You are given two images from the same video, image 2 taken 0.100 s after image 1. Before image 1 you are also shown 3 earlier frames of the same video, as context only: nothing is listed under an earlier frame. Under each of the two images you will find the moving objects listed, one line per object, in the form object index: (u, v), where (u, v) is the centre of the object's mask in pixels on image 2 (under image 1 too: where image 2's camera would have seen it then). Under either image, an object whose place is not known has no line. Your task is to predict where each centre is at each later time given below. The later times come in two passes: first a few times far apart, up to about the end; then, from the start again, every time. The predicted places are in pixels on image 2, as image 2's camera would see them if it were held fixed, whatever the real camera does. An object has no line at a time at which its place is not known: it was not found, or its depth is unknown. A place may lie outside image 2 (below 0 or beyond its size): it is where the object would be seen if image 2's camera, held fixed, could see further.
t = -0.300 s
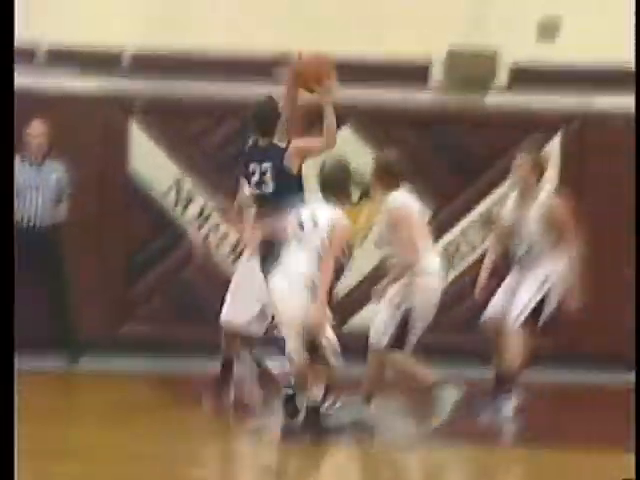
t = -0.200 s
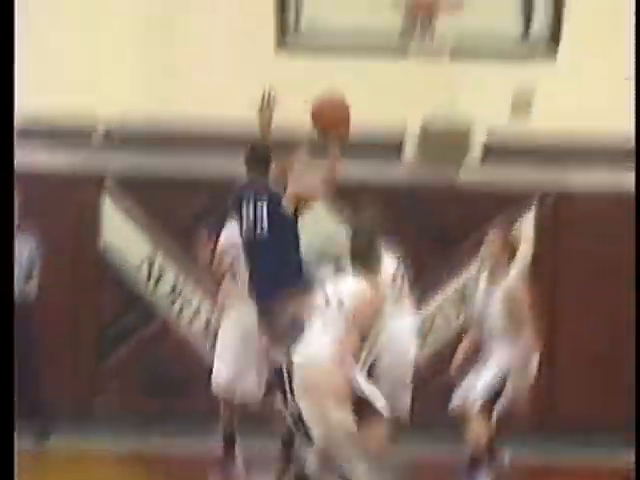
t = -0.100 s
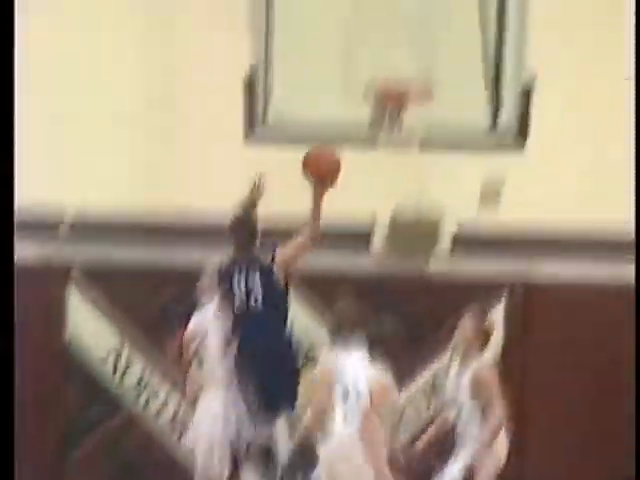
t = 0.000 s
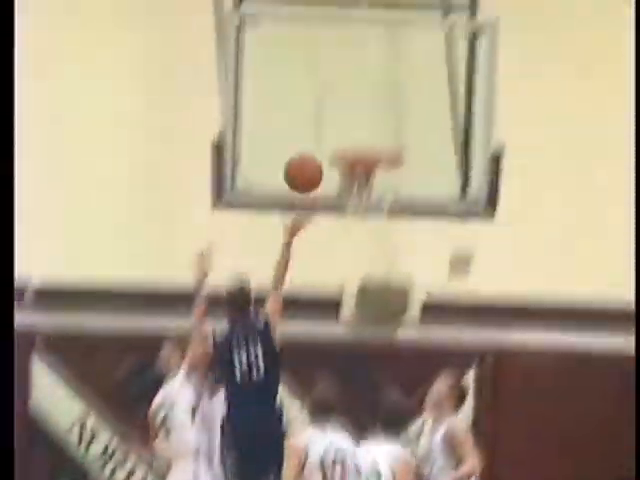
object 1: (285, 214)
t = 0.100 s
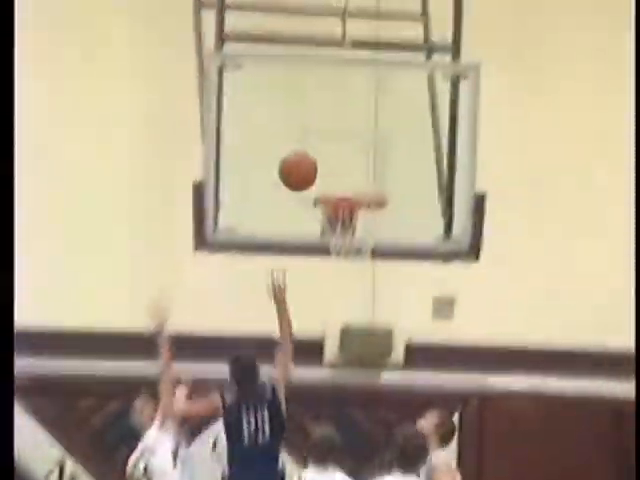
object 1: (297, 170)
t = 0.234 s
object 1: (312, 140)
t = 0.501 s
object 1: (339, 160)
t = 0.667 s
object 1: (351, 198)
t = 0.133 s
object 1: (301, 160)
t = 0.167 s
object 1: (305, 151)
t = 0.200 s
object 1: (309, 144)
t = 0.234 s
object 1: (312, 140)
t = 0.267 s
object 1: (316, 136)
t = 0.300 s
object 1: (320, 134)
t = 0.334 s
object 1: (323, 134)
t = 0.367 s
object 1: (327, 136)
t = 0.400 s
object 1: (330, 139)
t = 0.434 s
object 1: (333, 145)
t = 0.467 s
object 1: (336, 152)
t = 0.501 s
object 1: (339, 160)
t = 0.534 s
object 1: (342, 170)
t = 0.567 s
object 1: (345, 182)
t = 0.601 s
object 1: (348, 193)
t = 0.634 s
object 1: (352, 202)
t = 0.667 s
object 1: (351, 198)
